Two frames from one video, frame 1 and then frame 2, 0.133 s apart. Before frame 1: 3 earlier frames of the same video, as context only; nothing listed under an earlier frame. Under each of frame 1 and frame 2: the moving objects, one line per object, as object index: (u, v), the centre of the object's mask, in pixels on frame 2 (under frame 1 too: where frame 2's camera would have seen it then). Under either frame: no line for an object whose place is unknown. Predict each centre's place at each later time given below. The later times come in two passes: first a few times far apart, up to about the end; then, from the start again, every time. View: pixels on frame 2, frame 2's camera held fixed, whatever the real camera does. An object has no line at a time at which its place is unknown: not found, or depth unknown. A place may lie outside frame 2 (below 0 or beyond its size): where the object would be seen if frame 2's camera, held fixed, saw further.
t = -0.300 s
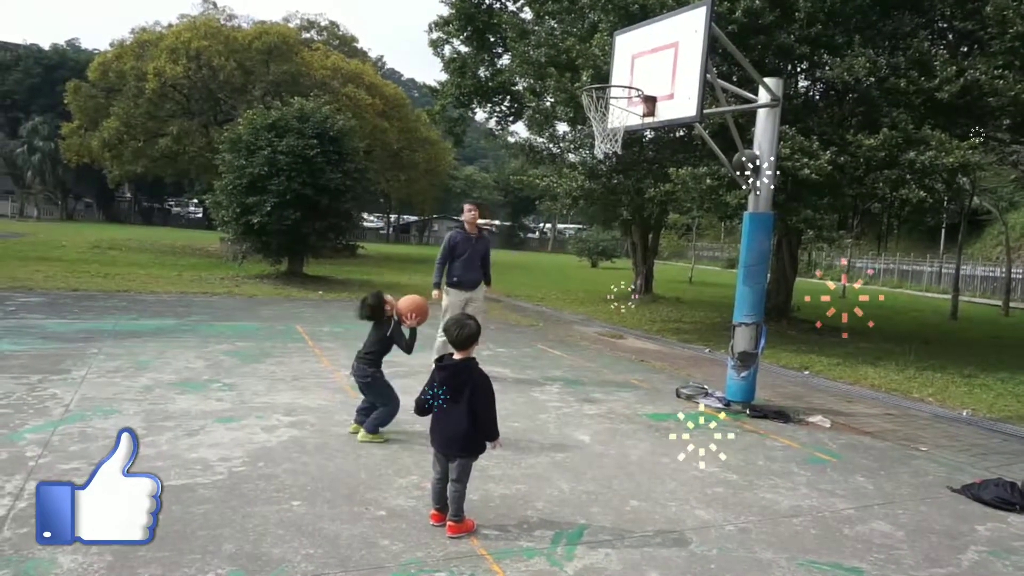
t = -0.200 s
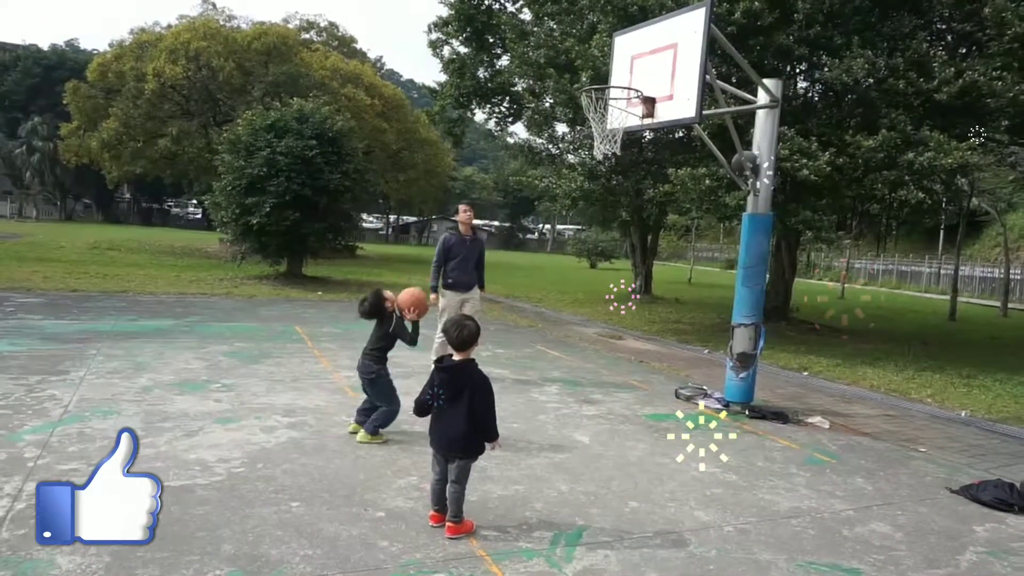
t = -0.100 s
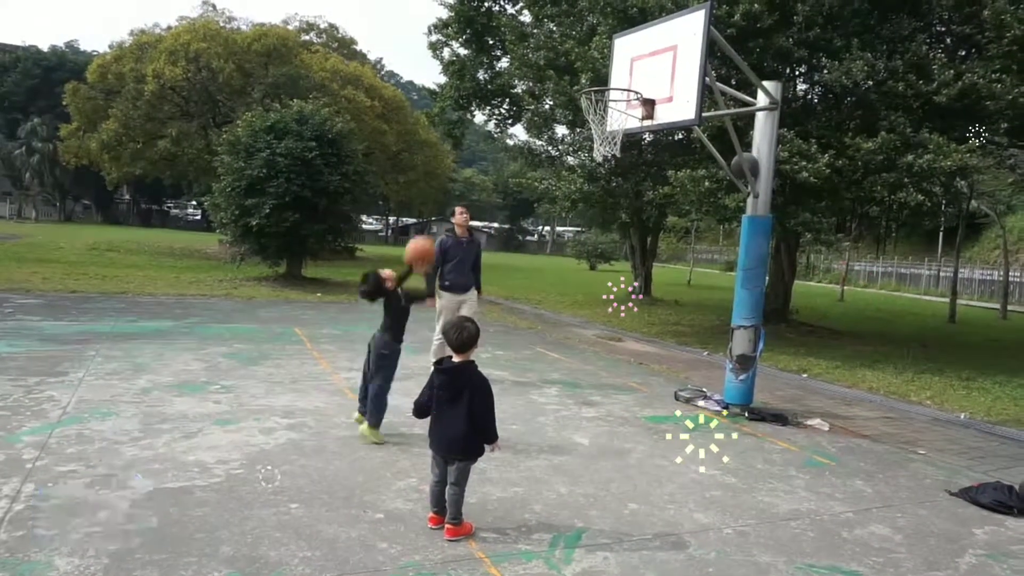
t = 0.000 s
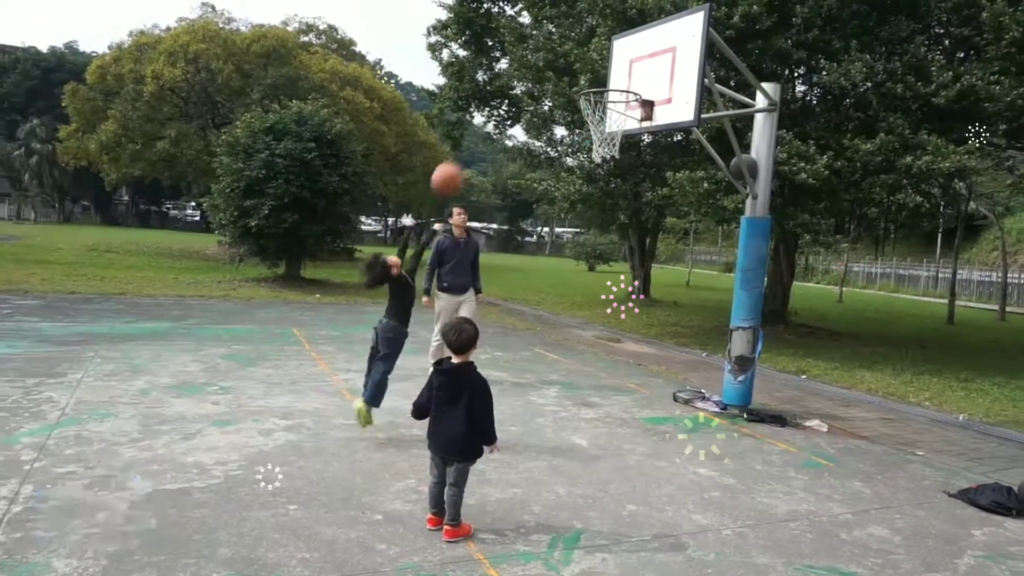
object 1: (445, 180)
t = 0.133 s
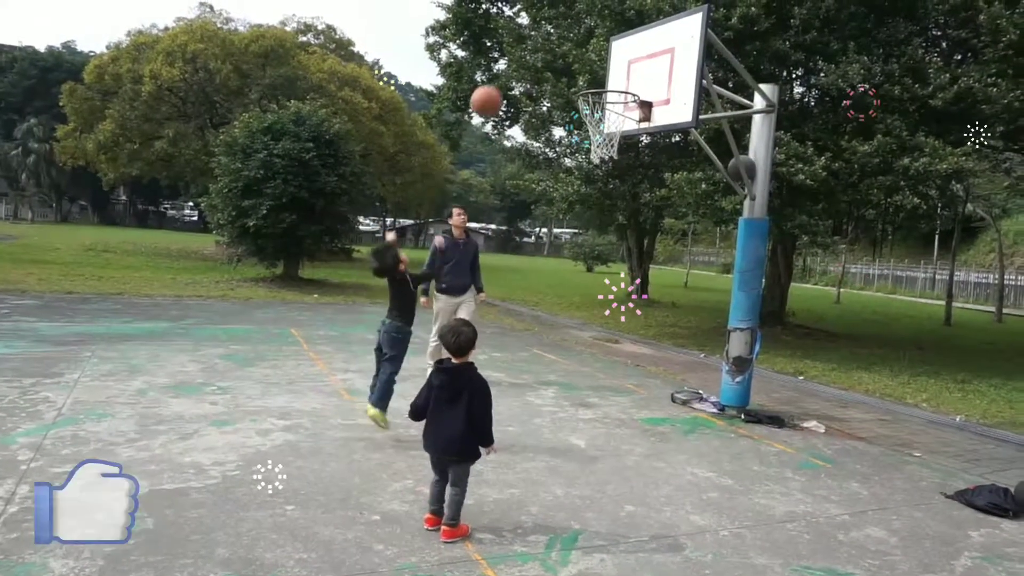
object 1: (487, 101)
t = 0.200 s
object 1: (505, 73)
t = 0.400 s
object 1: (555, 27)
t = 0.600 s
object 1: (598, 37)
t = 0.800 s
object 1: (631, 69)
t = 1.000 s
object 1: (648, 55)
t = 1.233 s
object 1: (656, 94)
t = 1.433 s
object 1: (661, 136)
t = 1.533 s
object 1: (664, 175)
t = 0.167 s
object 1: (495, 88)
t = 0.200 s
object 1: (505, 73)
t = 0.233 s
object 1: (515, 62)
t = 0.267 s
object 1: (523, 52)
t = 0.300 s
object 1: (531, 43)
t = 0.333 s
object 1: (540, 36)
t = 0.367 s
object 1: (548, 33)
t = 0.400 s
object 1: (555, 27)
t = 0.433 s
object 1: (562, 26)
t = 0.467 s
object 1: (571, 24)
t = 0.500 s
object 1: (578, 27)
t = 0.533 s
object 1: (584, 28)
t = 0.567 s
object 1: (592, 33)
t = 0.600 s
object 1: (598, 37)
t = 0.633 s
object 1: (605, 43)
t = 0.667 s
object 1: (611, 51)
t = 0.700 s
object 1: (617, 61)
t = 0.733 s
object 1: (624, 72)
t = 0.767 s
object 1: (628, 77)
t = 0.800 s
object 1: (631, 69)
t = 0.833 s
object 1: (634, 63)
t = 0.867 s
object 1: (637, 59)
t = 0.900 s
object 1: (640, 56)
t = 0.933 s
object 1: (643, 54)
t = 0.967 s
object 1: (645, 54)
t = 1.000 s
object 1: (648, 55)
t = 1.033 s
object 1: (650, 57)
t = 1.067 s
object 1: (652, 61)
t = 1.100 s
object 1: (654, 67)
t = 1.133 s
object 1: (657, 73)
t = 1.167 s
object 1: (659, 82)
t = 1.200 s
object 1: (658, 89)
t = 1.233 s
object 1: (656, 94)
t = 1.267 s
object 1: (653, 101)
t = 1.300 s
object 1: (654, 106)
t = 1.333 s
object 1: (655, 111)
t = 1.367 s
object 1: (657, 117)
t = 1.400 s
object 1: (659, 126)
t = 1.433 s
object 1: (661, 136)
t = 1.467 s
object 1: (662, 148)
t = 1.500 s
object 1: (663, 160)
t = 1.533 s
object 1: (664, 175)
